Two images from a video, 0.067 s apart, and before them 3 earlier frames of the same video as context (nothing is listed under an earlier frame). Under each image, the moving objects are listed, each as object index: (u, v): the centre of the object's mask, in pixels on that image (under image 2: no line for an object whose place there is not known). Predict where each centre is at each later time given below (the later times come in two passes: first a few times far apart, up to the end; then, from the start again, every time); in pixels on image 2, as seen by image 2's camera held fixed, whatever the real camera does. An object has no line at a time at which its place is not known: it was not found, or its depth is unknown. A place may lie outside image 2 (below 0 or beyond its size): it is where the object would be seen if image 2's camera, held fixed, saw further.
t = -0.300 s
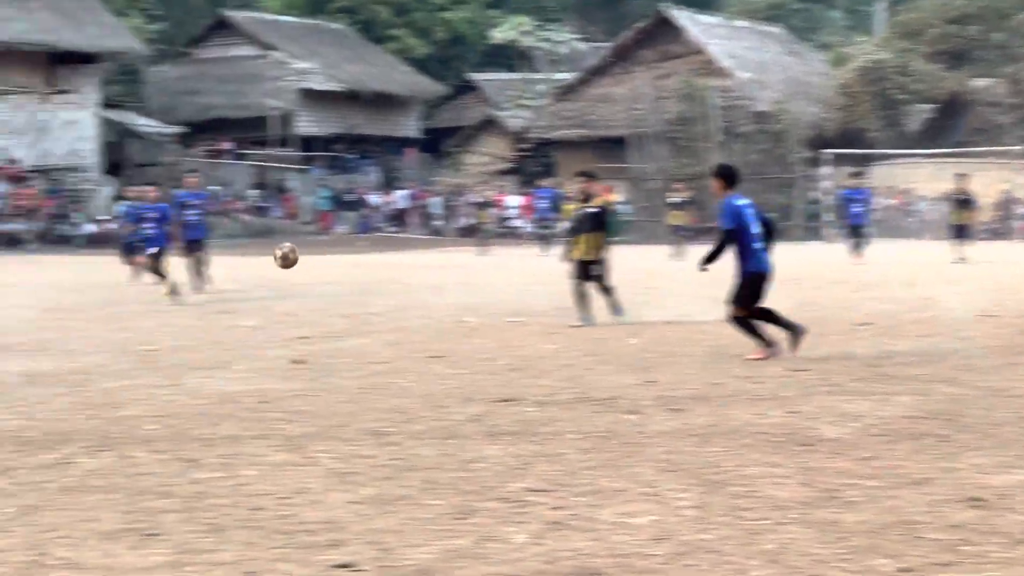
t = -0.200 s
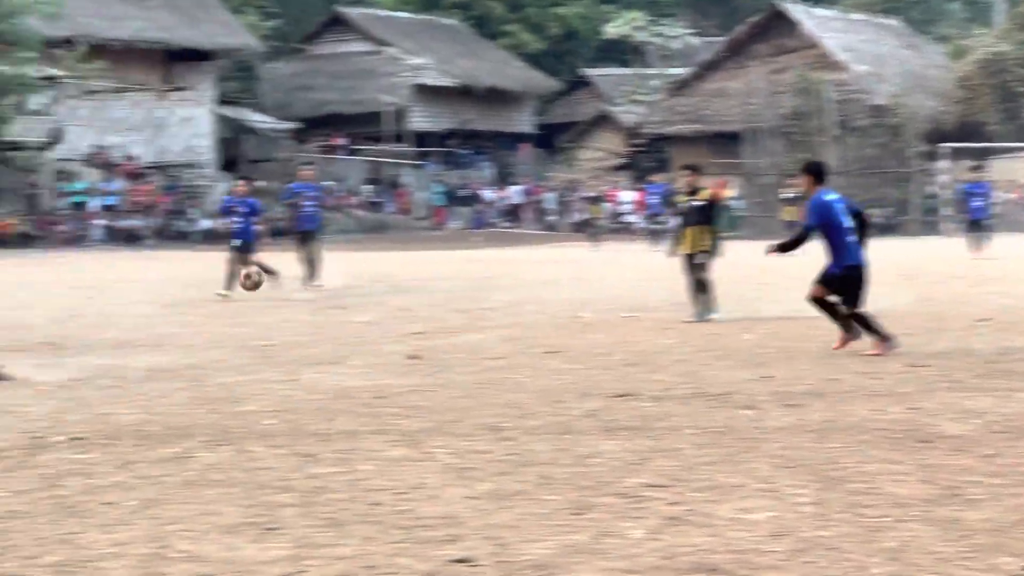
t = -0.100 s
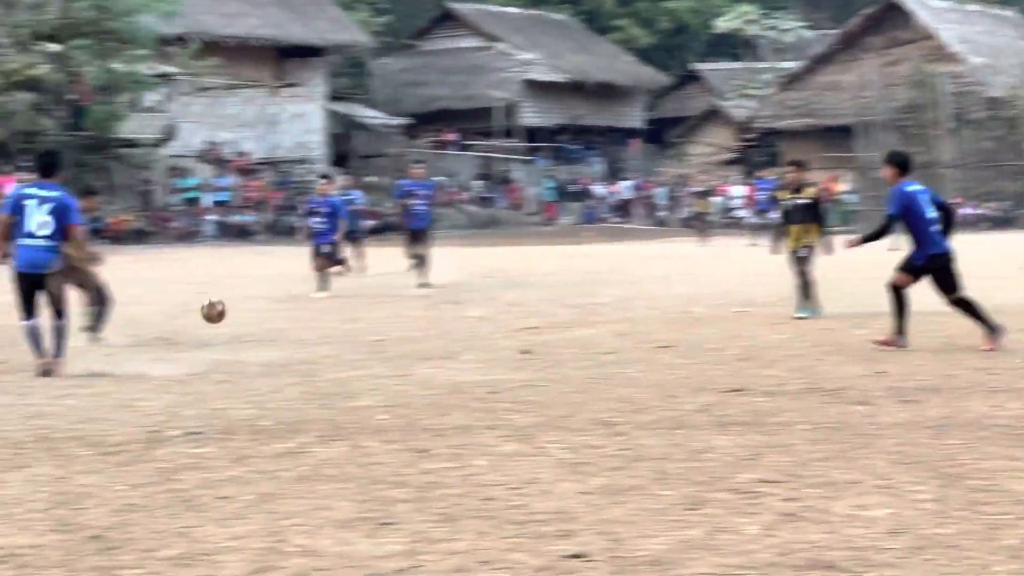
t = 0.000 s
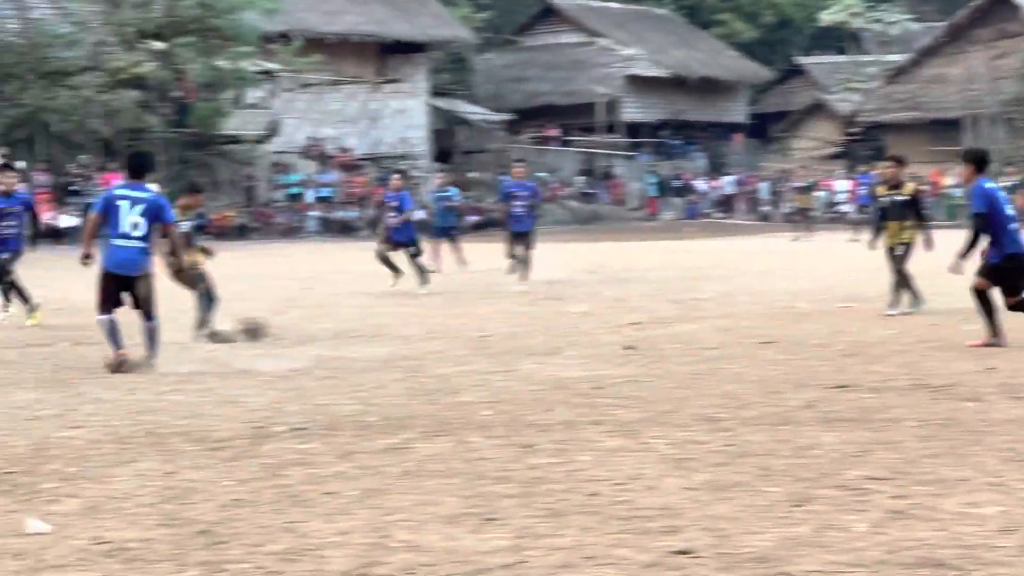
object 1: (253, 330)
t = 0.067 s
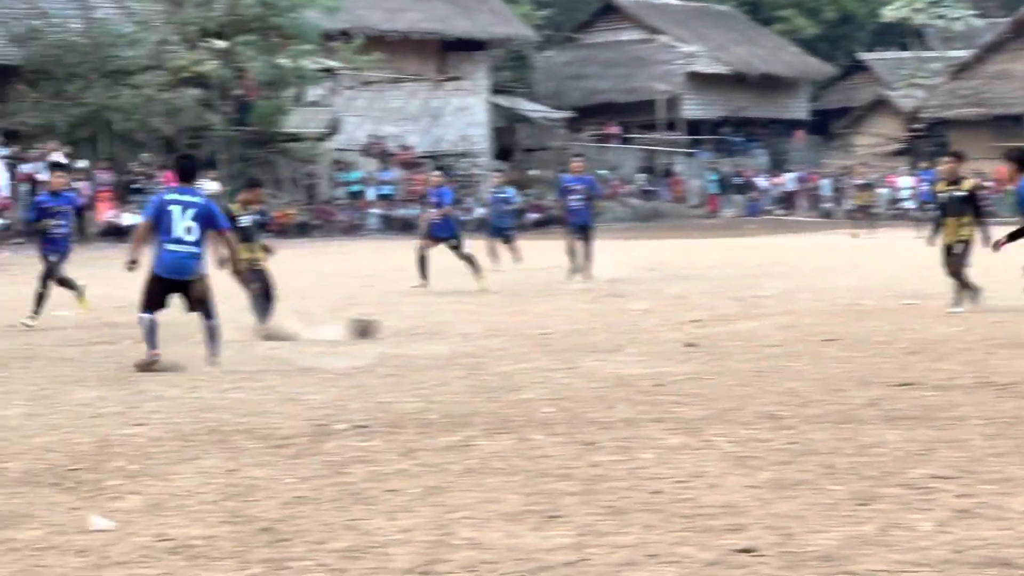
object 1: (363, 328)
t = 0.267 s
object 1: (489, 319)
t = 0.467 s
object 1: (574, 317)
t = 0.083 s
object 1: (375, 328)
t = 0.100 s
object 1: (386, 326)
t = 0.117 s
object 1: (398, 325)
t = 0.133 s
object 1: (409, 323)
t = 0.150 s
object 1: (420, 322)
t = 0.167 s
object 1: (431, 322)
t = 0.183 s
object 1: (441, 322)
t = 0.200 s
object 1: (453, 320)
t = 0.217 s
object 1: (463, 320)
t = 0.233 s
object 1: (473, 319)
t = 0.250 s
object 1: (482, 319)
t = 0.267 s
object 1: (489, 319)
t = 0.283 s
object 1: (497, 319)
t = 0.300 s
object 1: (506, 319)
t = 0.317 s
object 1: (514, 320)
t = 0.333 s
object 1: (522, 319)
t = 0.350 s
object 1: (530, 318)
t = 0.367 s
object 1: (537, 318)
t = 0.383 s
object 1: (543, 318)
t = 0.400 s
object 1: (550, 317)
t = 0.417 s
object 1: (557, 317)
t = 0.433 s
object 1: (564, 317)
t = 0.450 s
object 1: (569, 317)
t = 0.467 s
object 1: (574, 317)
